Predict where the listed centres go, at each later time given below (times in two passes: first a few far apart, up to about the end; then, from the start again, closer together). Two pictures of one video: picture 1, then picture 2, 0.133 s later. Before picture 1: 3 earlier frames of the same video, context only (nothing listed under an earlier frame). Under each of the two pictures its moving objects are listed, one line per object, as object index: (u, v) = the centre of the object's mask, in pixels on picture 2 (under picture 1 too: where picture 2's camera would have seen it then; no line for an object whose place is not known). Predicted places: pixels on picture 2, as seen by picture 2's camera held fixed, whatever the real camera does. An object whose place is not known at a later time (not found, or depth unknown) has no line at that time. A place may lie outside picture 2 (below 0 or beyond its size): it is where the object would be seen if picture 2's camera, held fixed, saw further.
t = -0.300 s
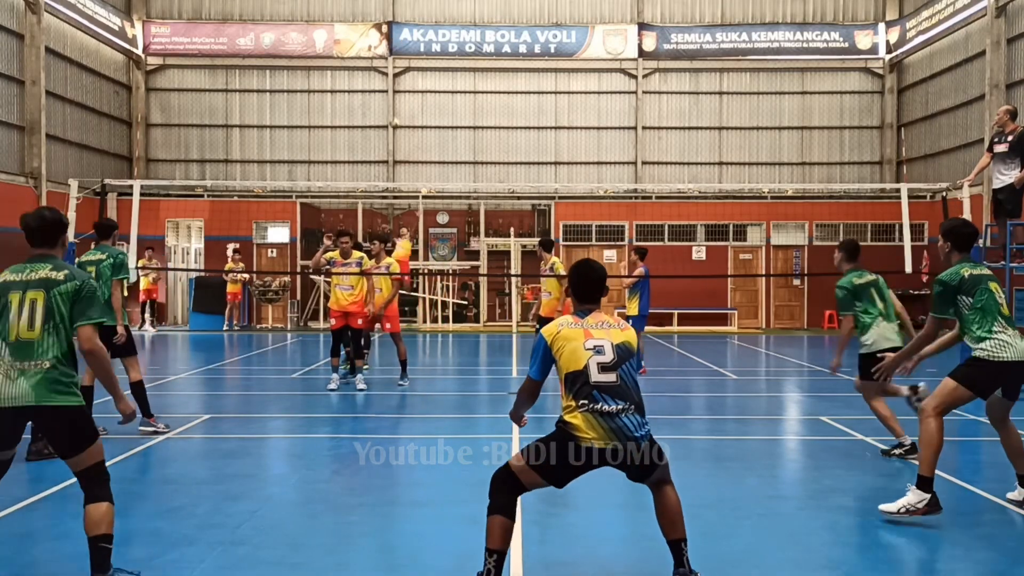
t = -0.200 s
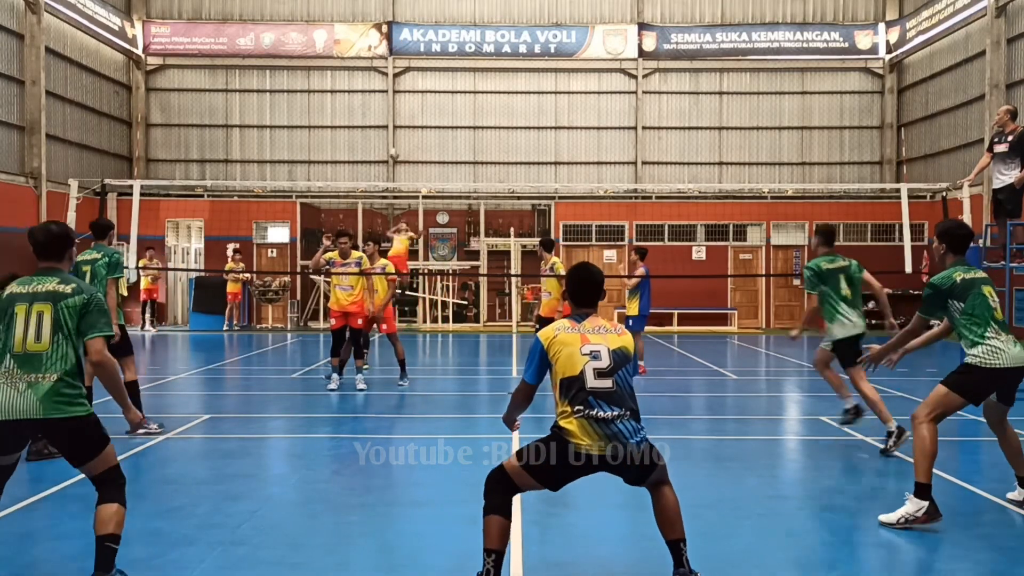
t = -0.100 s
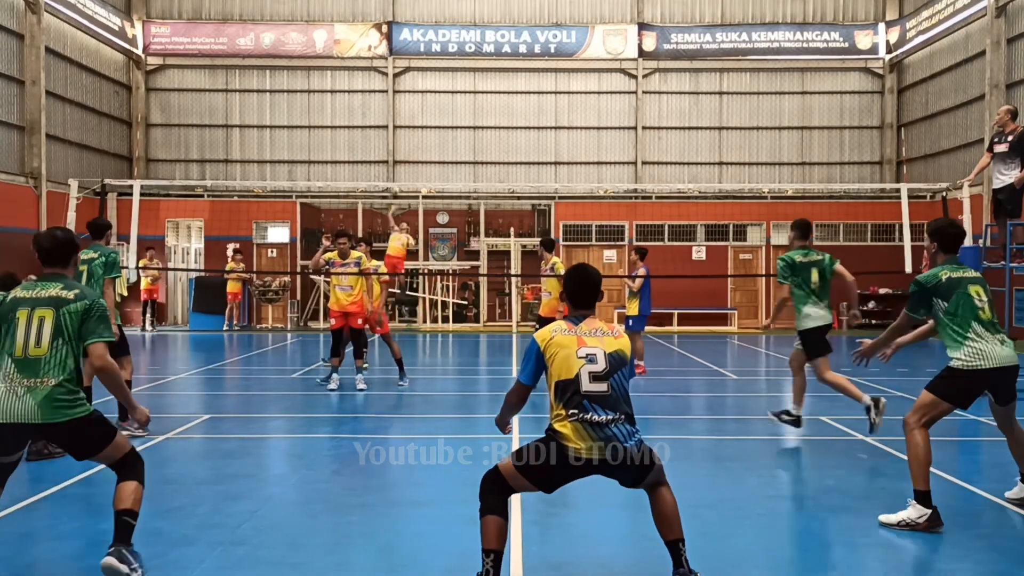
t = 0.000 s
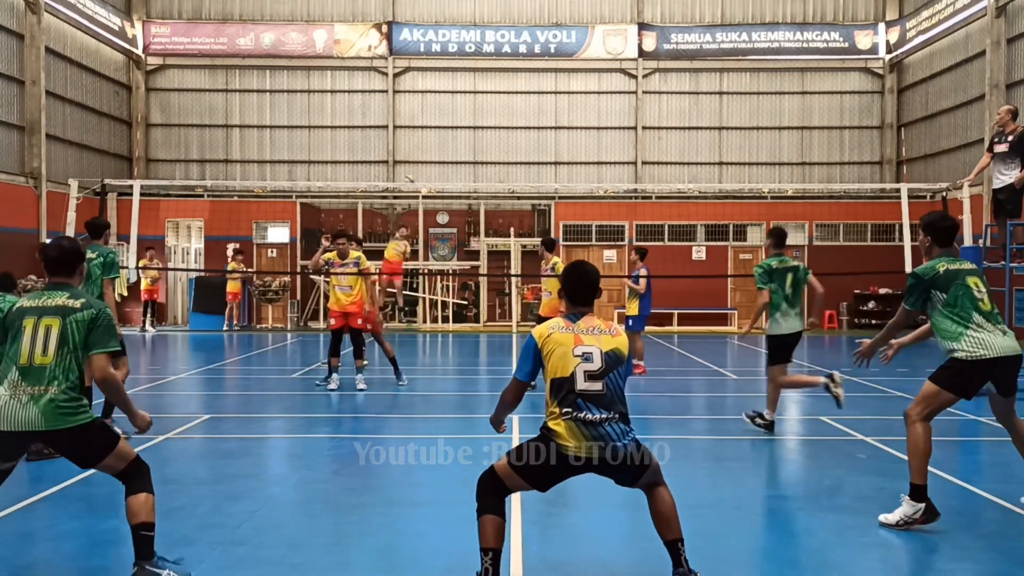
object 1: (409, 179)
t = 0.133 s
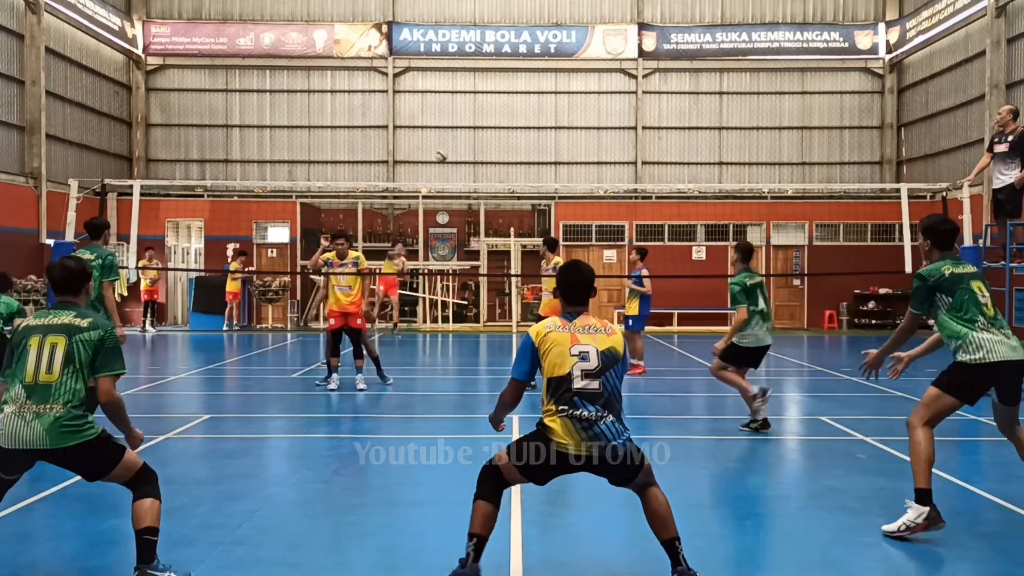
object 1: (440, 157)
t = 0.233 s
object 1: (471, 144)
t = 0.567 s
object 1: (628, 180)
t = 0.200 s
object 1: (460, 149)
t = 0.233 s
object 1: (471, 144)
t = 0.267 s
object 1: (482, 143)
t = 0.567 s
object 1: (628, 180)
